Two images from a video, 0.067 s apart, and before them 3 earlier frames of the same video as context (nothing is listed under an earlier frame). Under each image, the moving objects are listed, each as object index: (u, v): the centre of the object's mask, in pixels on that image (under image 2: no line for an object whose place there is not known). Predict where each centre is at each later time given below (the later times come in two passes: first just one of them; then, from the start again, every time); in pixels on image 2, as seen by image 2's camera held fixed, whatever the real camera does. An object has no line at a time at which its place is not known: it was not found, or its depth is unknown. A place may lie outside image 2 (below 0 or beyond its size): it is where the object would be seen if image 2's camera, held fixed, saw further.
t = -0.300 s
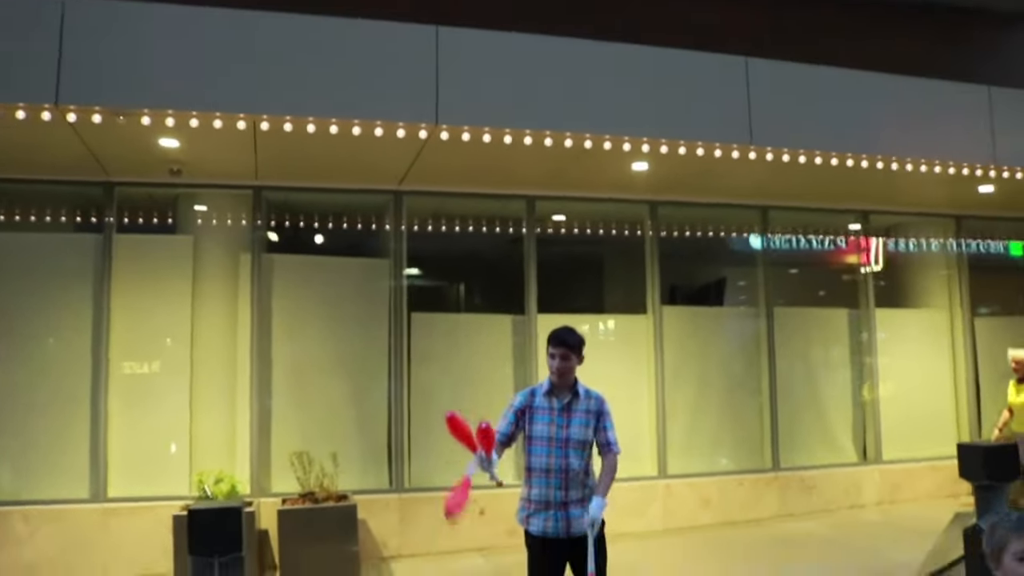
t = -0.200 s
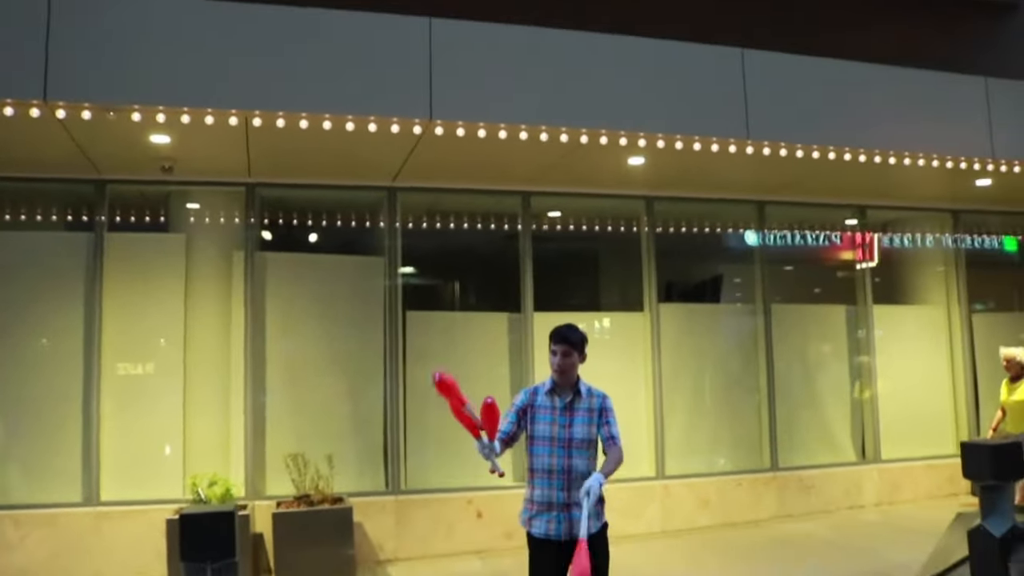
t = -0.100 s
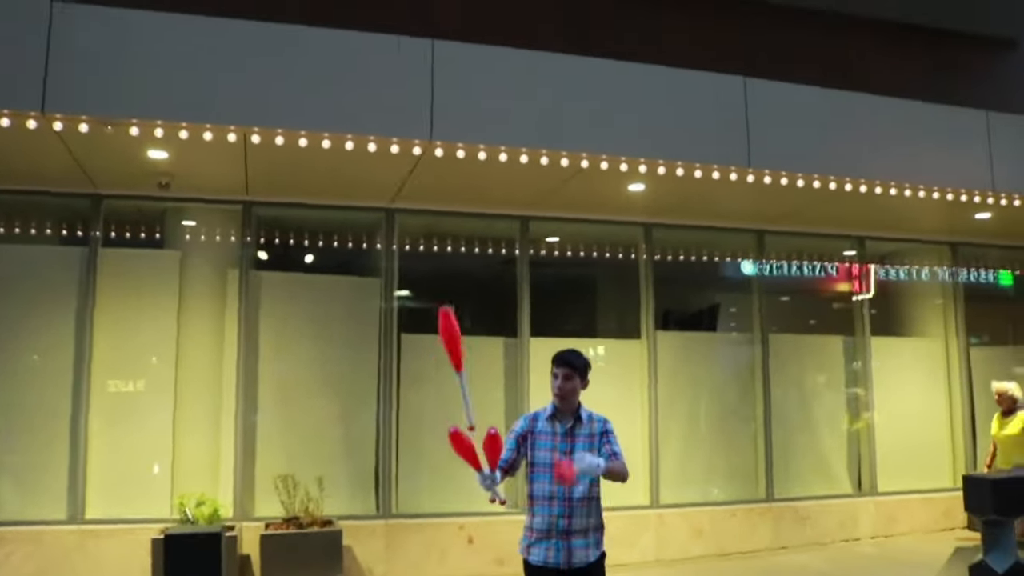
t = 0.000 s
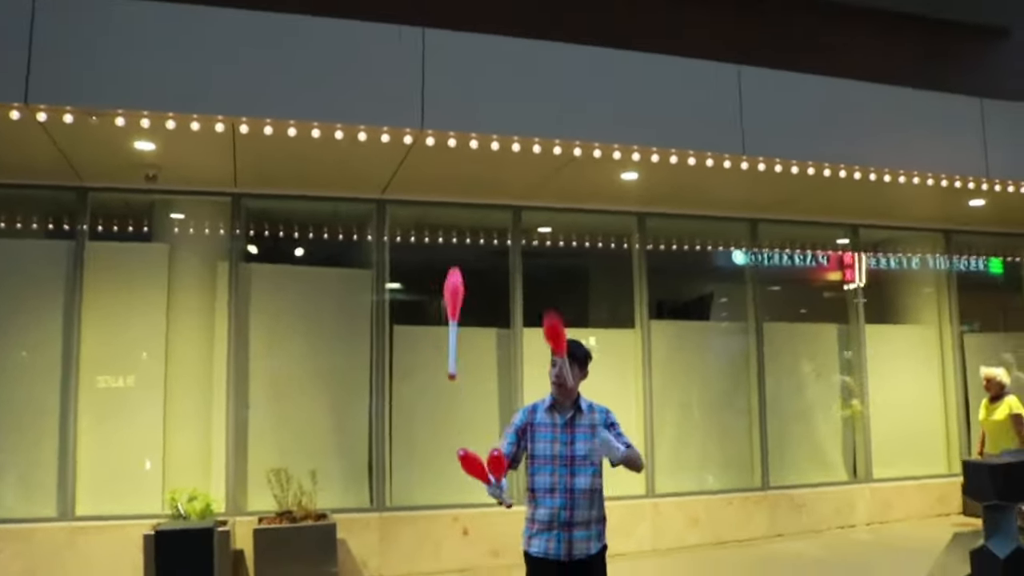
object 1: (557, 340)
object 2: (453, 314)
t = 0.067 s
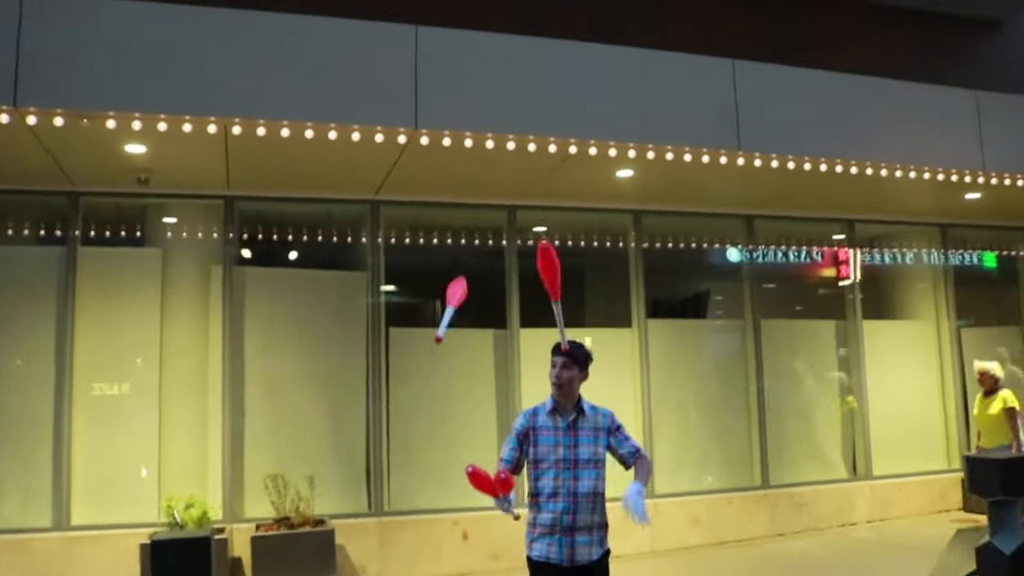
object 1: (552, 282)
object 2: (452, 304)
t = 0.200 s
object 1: (544, 205)
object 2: (456, 317)
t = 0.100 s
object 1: (550, 258)
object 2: (453, 303)
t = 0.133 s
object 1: (548, 240)
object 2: (454, 306)
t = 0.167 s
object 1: (545, 222)
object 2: (455, 309)
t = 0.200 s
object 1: (544, 205)
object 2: (456, 317)
